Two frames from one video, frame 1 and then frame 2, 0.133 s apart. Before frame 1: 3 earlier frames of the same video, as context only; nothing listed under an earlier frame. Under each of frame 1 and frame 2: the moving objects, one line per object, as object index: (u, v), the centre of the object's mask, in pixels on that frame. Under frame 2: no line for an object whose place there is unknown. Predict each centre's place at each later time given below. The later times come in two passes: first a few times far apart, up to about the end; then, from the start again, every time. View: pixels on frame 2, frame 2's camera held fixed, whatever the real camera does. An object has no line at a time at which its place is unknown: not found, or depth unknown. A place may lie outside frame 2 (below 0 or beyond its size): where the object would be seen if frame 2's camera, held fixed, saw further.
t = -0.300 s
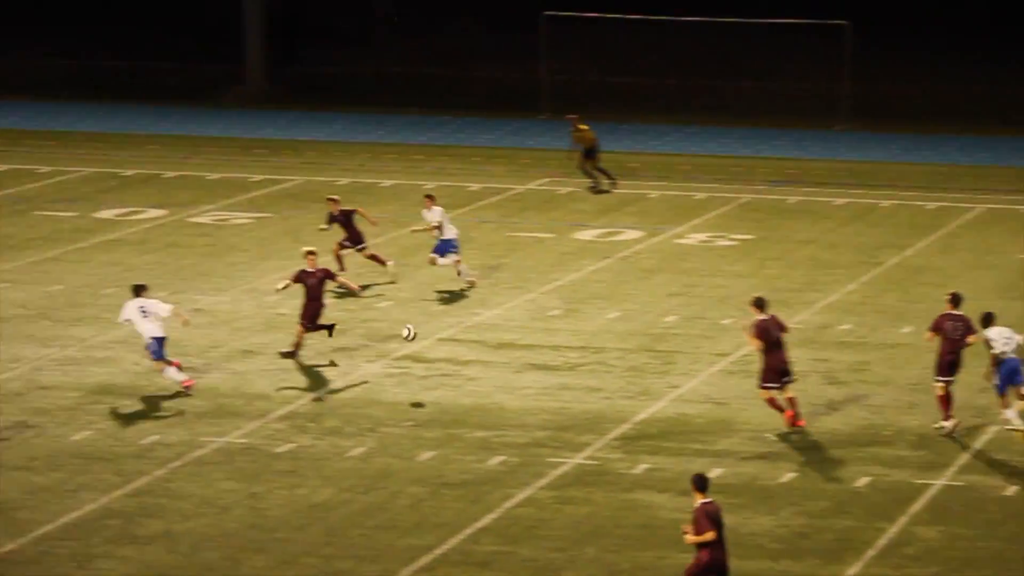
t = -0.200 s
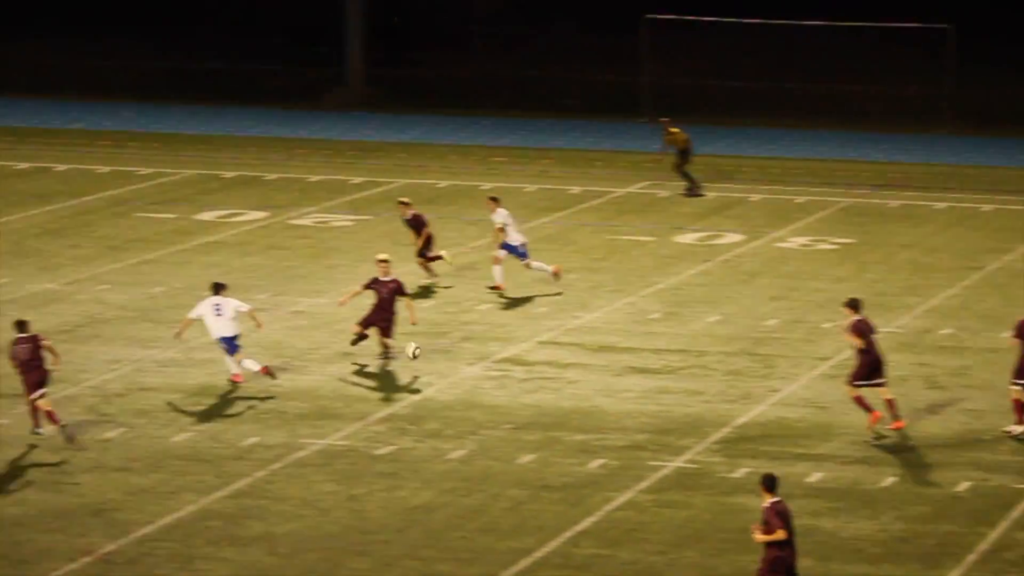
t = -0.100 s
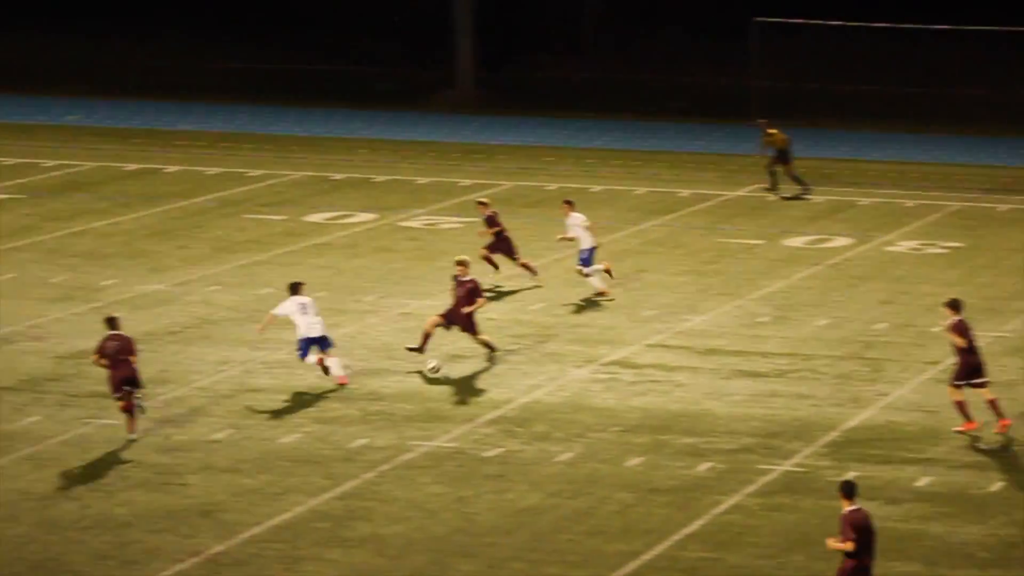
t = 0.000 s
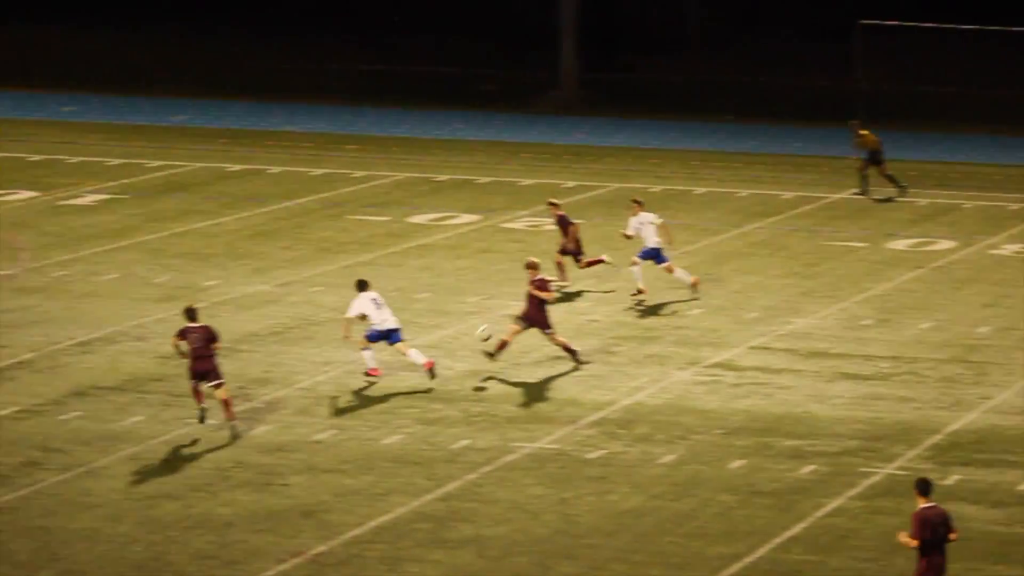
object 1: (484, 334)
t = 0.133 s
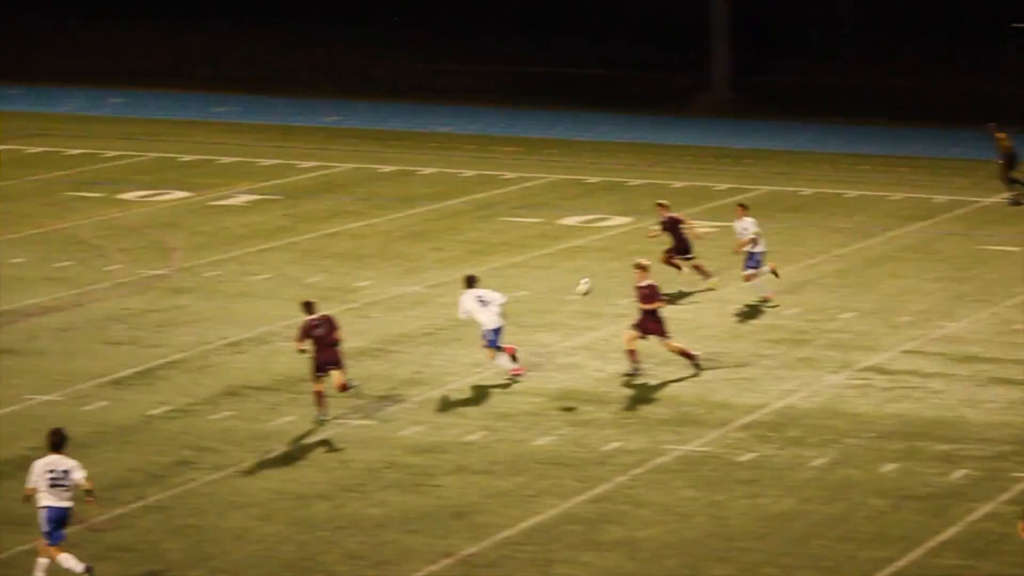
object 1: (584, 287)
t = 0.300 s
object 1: (521, 247)
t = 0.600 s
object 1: (413, 227)
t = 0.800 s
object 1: (342, 251)
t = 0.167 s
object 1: (571, 277)
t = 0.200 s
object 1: (558, 268)
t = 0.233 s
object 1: (547, 260)
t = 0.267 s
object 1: (534, 253)
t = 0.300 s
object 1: (521, 247)
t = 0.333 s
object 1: (509, 241)
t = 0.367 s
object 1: (497, 237)
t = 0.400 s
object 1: (485, 232)
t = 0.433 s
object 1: (473, 230)
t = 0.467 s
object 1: (461, 227)
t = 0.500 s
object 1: (449, 226)
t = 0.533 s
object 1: (436, 226)
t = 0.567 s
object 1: (425, 226)
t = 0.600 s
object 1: (413, 227)
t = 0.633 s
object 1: (400, 229)
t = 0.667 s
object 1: (389, 231)
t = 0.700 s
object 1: (377, 235)
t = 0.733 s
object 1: (365, 240)
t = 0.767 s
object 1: (354, 244)
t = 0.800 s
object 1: (342, 251)
